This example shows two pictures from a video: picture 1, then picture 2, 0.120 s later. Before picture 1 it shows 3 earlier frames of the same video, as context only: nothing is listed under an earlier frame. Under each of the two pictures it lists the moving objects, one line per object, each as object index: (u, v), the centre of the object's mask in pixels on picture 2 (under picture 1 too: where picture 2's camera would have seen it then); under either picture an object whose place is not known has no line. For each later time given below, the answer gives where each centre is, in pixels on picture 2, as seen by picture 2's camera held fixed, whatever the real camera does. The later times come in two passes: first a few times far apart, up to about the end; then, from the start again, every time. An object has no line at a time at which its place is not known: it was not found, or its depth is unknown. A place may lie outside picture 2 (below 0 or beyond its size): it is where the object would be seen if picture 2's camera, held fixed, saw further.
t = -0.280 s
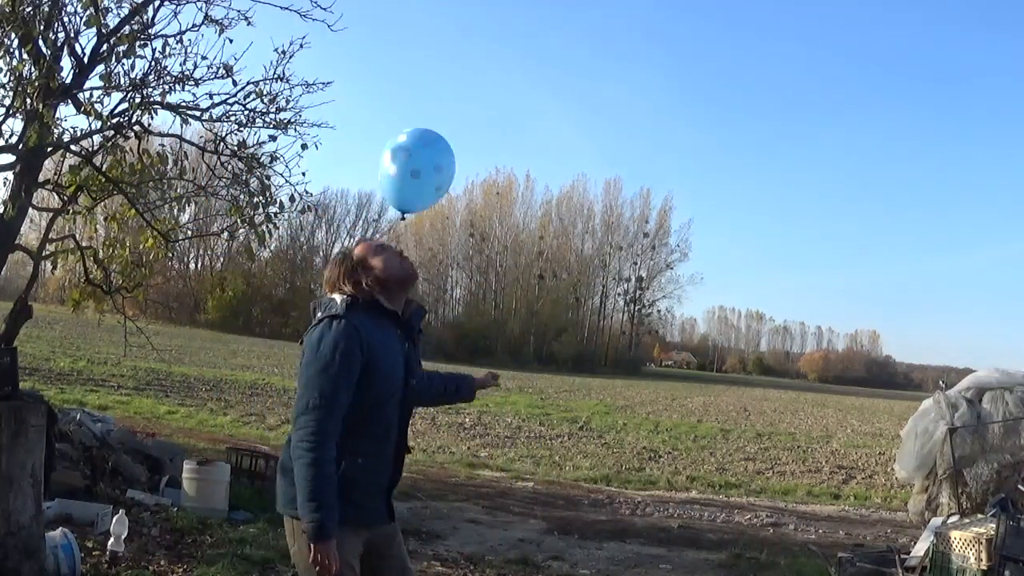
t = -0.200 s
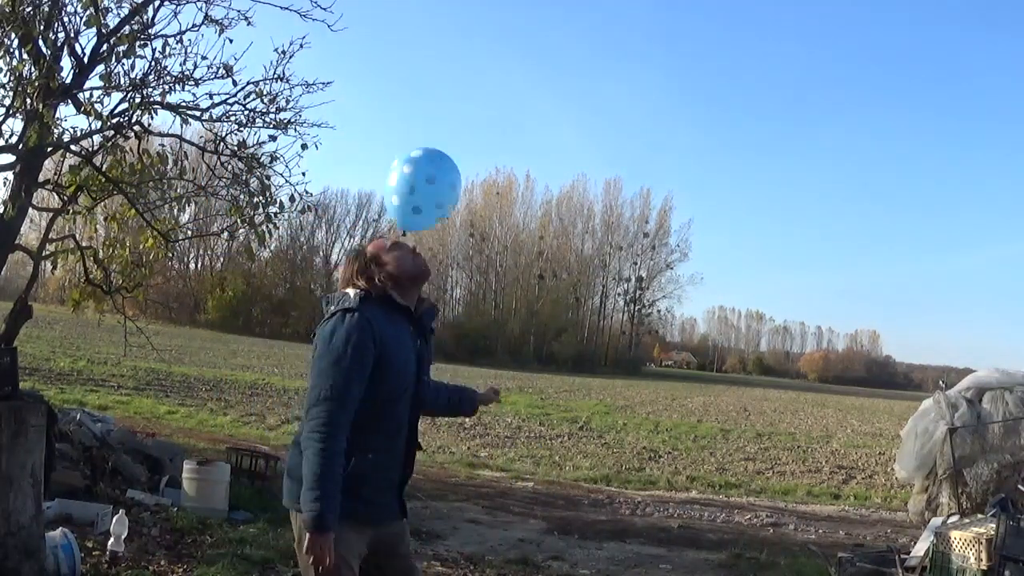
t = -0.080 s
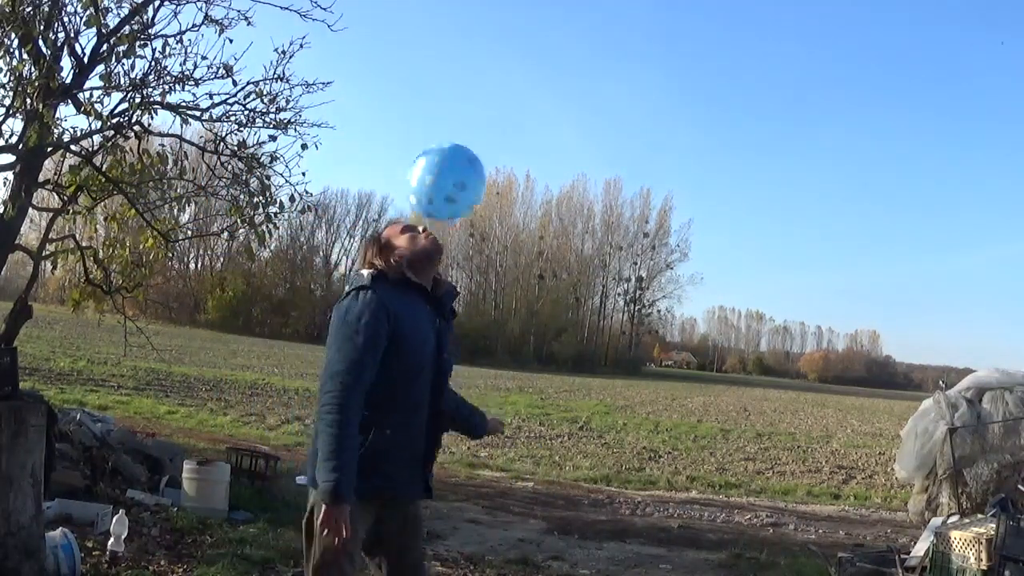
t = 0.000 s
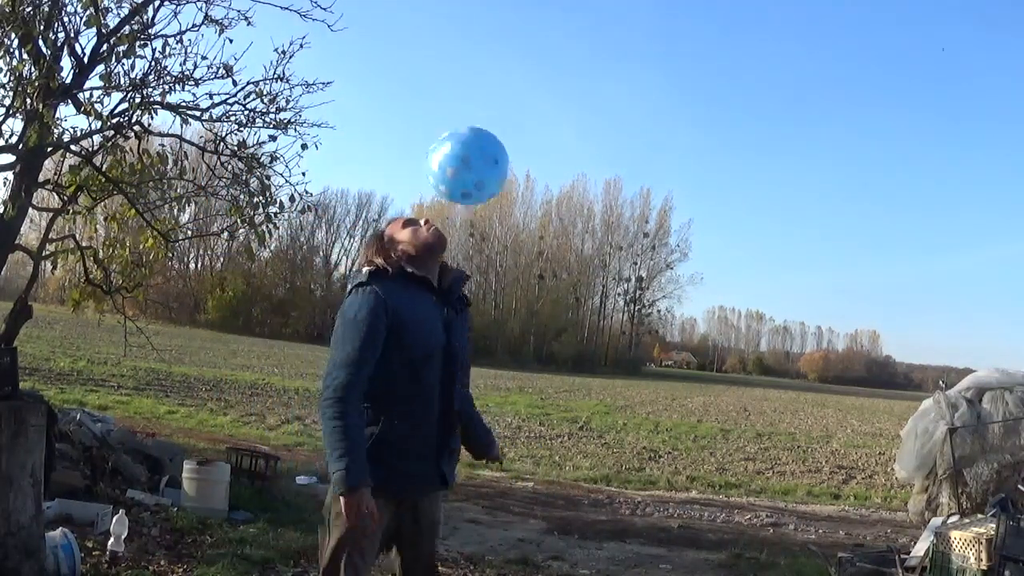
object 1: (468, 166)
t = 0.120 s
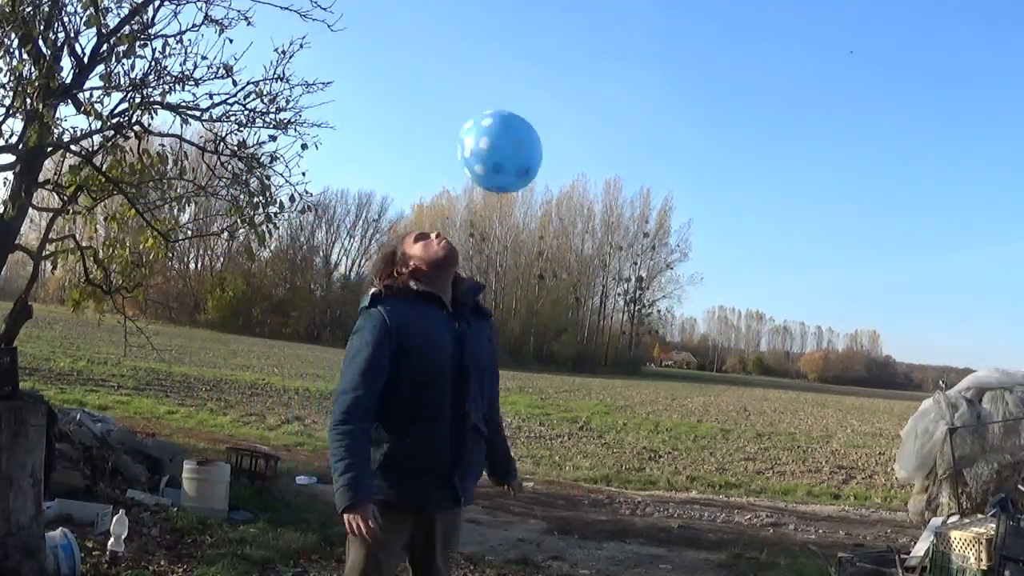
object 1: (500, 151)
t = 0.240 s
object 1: (529, 148)
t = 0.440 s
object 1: (573, 167)
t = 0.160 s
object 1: (510, 150)
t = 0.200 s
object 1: (520, 148)
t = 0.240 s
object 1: (529, 148)
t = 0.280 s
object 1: (539, 149)
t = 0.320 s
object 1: (548, 151)
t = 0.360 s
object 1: (557, 156)
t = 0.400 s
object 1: (565, 161)
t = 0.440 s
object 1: (573, 167)
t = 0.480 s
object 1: (580, 175)
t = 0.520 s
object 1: (585, 184)
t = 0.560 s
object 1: (591, 194)
